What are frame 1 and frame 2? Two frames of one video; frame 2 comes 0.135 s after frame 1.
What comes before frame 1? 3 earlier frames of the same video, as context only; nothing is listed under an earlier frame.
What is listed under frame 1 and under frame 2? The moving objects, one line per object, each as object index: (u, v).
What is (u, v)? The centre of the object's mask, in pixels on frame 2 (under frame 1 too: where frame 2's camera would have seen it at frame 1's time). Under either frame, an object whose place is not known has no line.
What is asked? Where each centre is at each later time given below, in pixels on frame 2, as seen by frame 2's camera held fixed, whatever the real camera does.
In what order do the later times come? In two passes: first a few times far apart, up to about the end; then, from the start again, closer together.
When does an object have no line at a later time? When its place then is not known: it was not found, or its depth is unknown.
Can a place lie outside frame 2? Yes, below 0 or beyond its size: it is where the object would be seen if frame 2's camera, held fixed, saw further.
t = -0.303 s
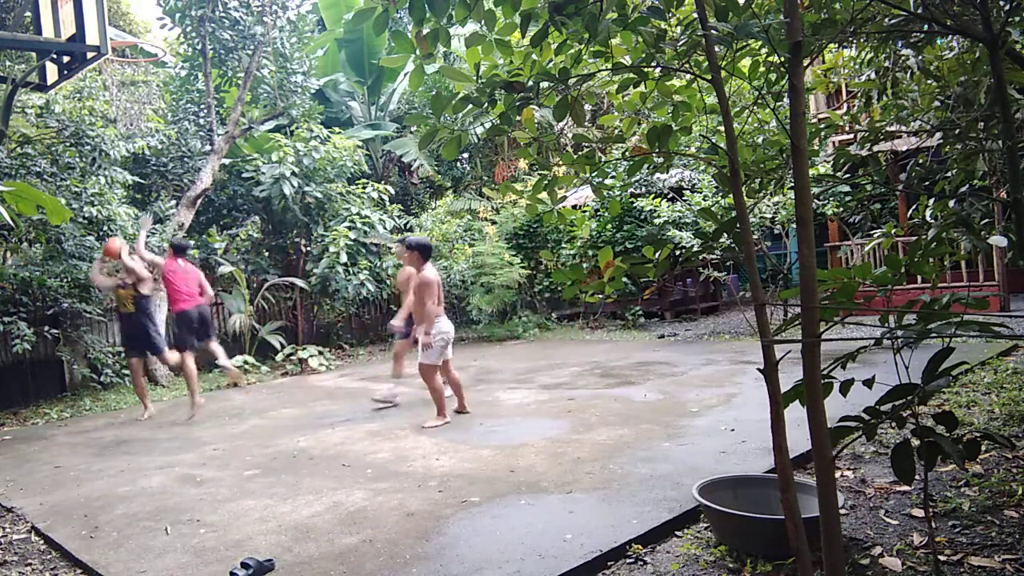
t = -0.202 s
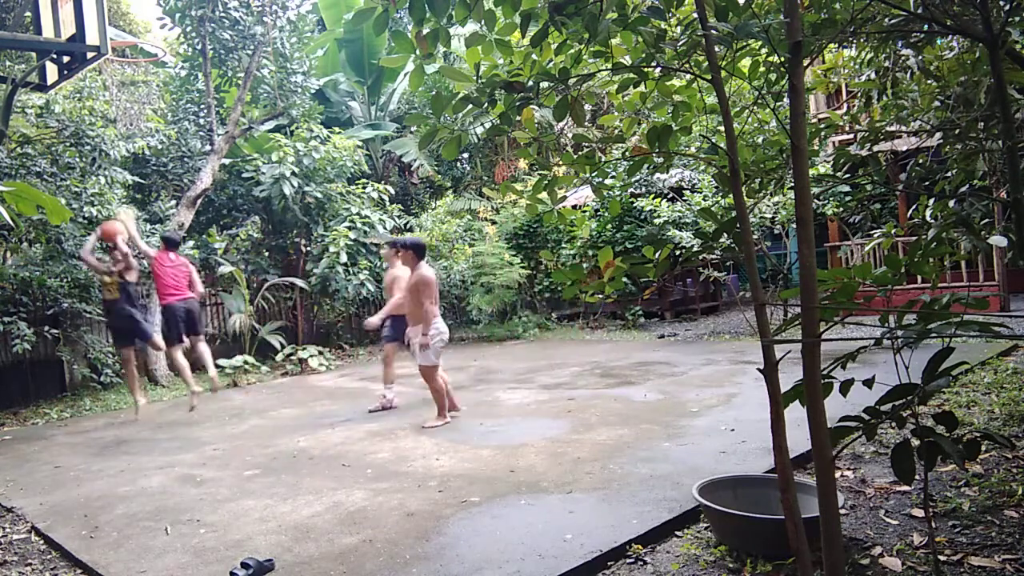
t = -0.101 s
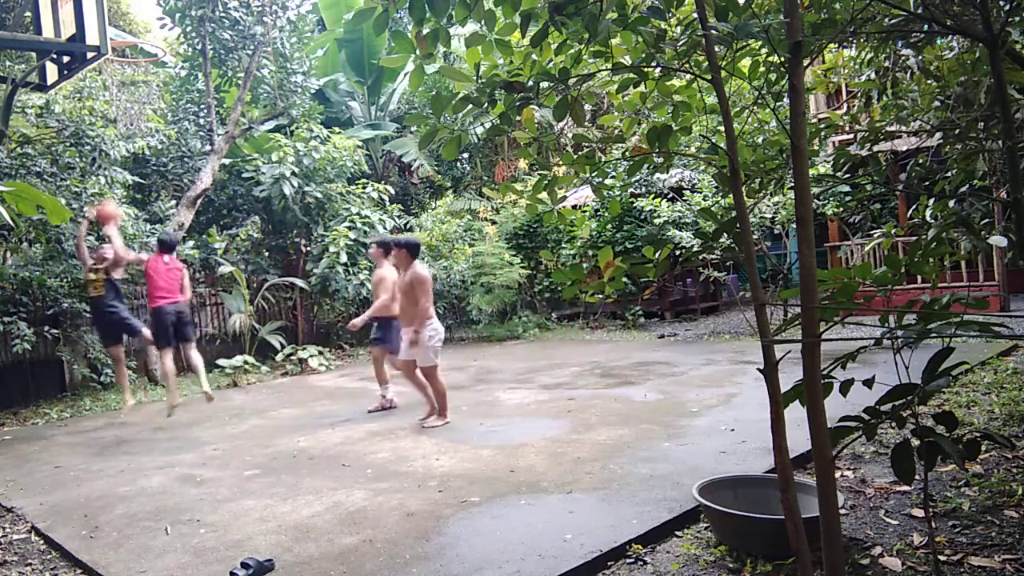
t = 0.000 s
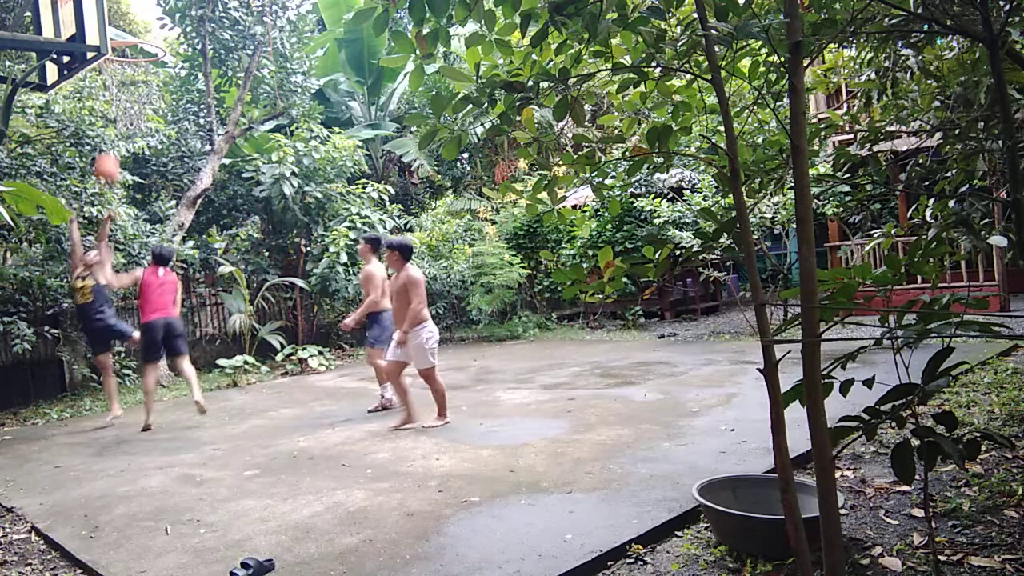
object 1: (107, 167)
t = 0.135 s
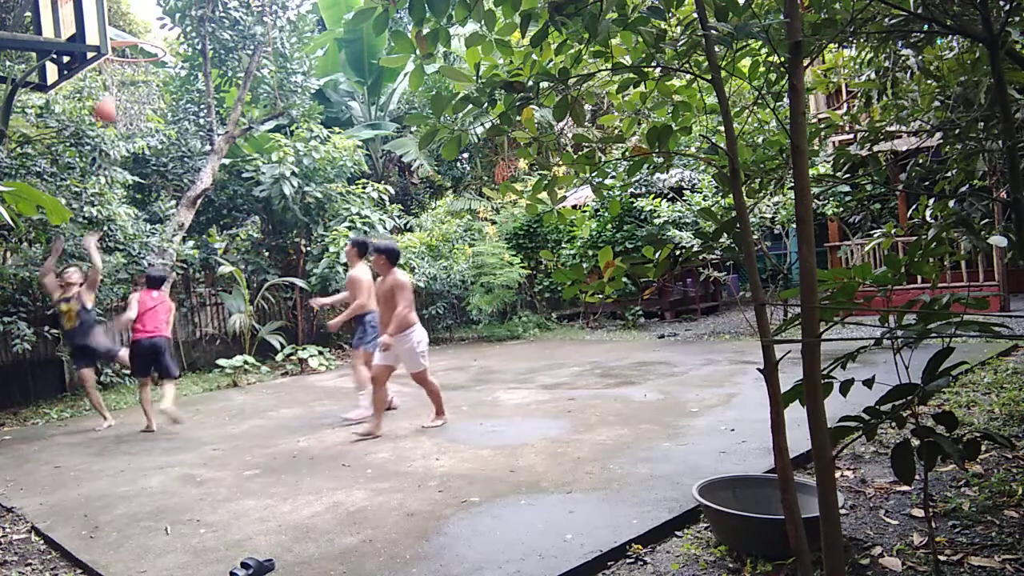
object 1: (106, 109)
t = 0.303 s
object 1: (117, 52)
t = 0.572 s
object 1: (122, 21)
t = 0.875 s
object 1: (145, 82)
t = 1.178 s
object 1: (160, 93)
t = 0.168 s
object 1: (105, 97)
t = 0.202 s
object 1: (105, 85)
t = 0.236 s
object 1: (107, 74)
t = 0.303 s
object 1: (117, 52)
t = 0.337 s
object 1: (118, 51)
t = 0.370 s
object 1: (115, 33)
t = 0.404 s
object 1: (117, 30)
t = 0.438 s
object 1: (118, 27)
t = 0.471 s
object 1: (119, 25)
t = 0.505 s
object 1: (120, 22)
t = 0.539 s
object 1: (121, 21)
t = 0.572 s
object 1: (122, 21)
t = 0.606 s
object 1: (123, 22)
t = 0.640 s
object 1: (125, 23)
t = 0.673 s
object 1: (129, 26)
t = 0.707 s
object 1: (132, 29)
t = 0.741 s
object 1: (136, 37)
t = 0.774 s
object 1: (141, 48)
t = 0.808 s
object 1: (143, 59)
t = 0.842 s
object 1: (144, 71)
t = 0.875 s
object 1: (145, 82)
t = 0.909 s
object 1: (146, 83)
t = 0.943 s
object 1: (147, 82)
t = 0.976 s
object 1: (148, 82)
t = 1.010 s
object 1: (150, 82)
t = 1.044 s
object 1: (151, 84)
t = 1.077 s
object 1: (153, 86)
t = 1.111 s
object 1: (155, 89)
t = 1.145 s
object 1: (158, 92)
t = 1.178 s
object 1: (160, 93)
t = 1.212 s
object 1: (162, 95)
